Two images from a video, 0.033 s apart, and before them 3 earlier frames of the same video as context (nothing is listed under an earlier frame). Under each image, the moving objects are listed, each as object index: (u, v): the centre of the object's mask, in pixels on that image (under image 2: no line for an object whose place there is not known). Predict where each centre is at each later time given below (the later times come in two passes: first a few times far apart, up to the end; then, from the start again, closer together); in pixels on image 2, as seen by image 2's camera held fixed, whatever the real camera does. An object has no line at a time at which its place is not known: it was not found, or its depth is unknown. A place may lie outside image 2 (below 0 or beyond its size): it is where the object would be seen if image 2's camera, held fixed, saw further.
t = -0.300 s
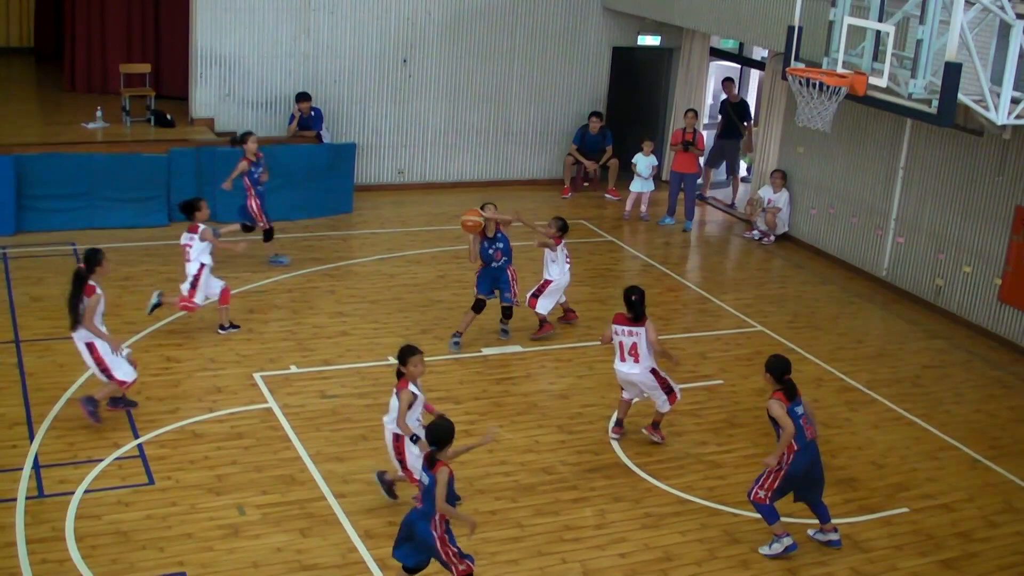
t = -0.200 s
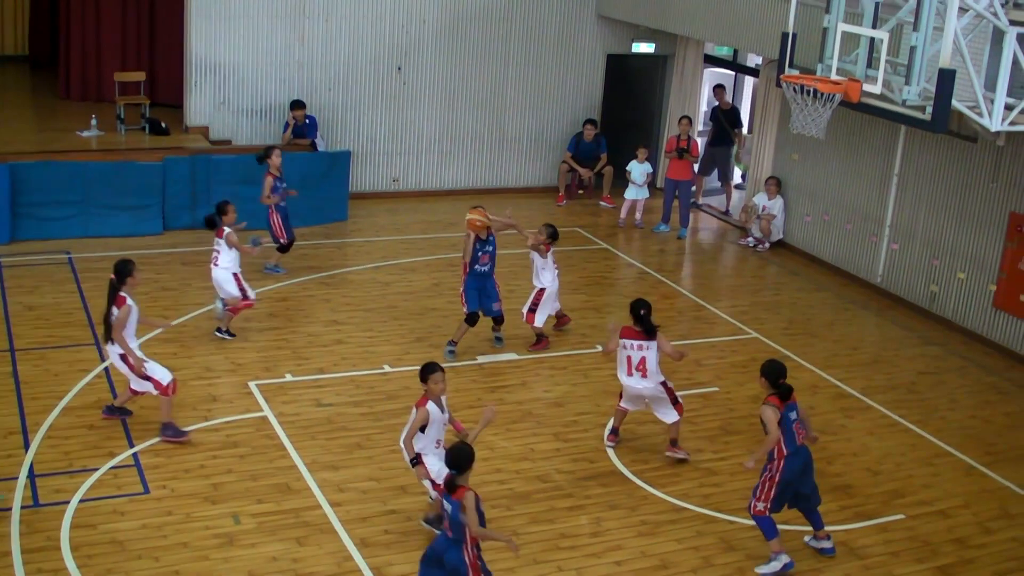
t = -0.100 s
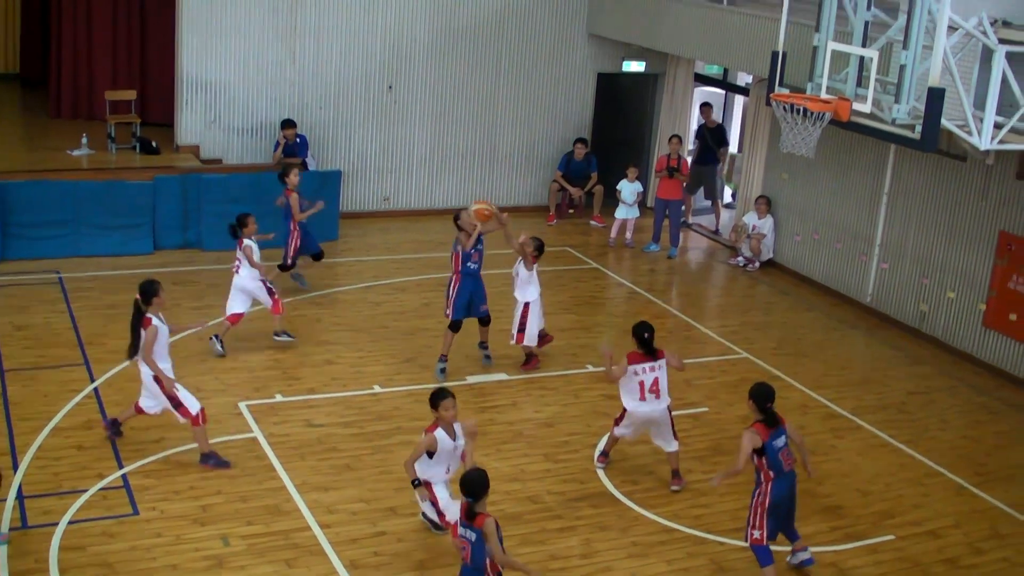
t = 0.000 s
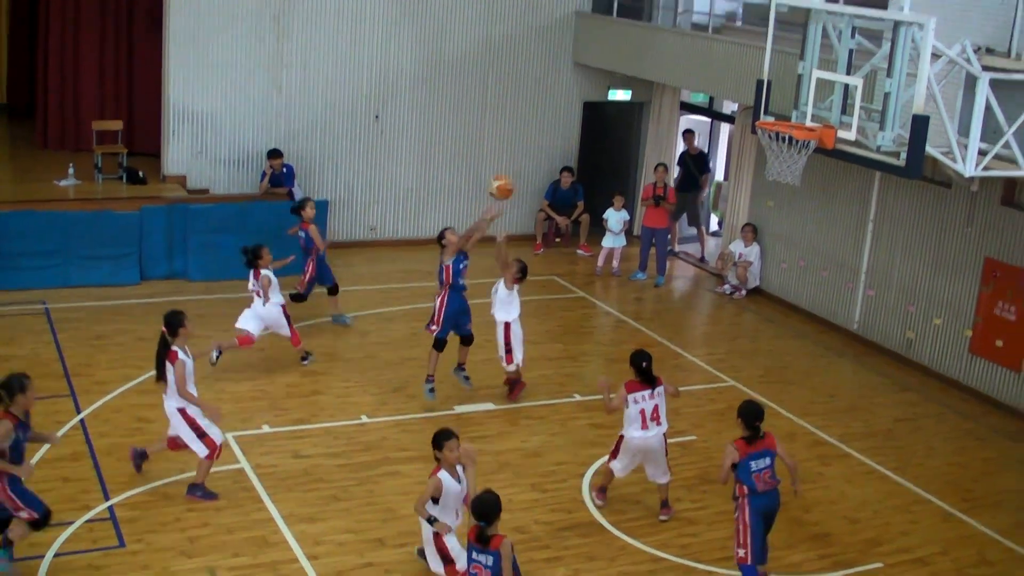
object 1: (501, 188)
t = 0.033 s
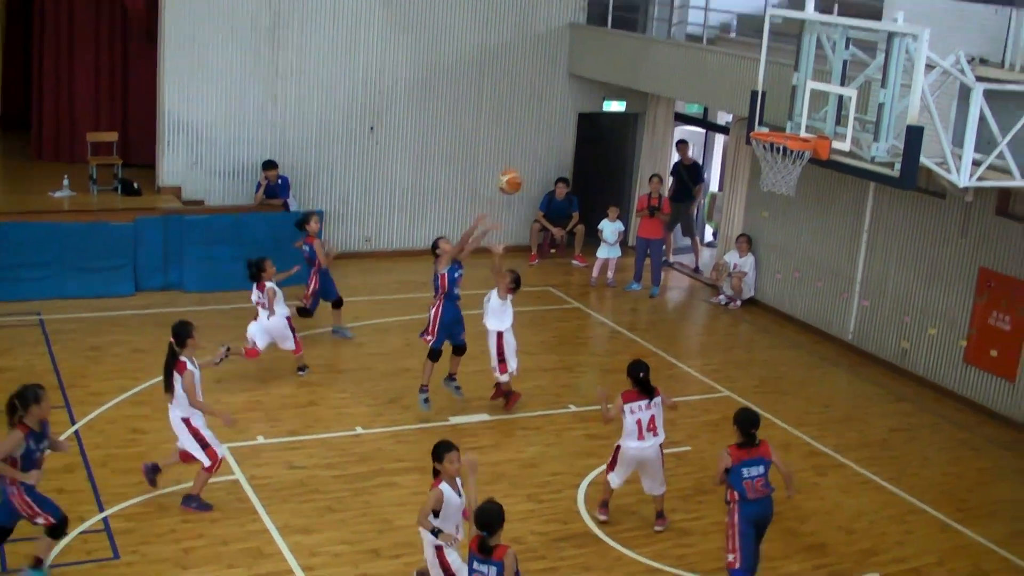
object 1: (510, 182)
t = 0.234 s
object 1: (589, 103)
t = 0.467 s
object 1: (689, 69)
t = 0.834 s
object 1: (744, 133)
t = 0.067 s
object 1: (523, 166)
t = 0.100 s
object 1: (536, 152)
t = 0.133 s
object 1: (550, 138)
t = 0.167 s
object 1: (563, 126)
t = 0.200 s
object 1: (577, 113)
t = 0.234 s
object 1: (589, 103)
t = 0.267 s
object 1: (604, 93)
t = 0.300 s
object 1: (619, 85)
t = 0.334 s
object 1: (632, 80)
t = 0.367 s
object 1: (647, 75)
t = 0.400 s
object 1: (661, 72)
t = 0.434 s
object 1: (675, 70)
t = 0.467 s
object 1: (689, 69)
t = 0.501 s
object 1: (703, 70)
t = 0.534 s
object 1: (717, 72)
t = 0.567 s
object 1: (731, 75)
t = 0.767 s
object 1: (754, 112)
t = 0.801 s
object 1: (749, 122)
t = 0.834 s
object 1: (744, 133)
